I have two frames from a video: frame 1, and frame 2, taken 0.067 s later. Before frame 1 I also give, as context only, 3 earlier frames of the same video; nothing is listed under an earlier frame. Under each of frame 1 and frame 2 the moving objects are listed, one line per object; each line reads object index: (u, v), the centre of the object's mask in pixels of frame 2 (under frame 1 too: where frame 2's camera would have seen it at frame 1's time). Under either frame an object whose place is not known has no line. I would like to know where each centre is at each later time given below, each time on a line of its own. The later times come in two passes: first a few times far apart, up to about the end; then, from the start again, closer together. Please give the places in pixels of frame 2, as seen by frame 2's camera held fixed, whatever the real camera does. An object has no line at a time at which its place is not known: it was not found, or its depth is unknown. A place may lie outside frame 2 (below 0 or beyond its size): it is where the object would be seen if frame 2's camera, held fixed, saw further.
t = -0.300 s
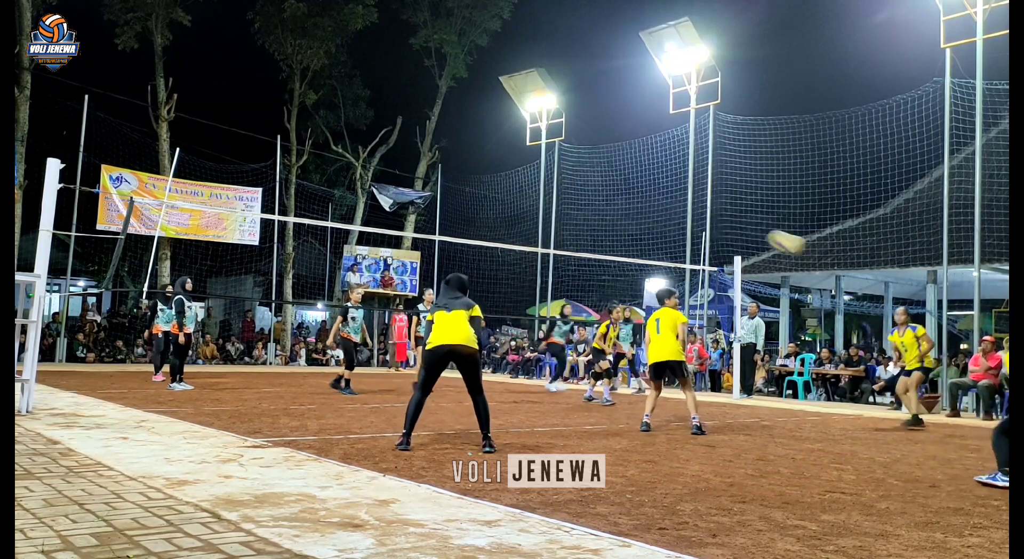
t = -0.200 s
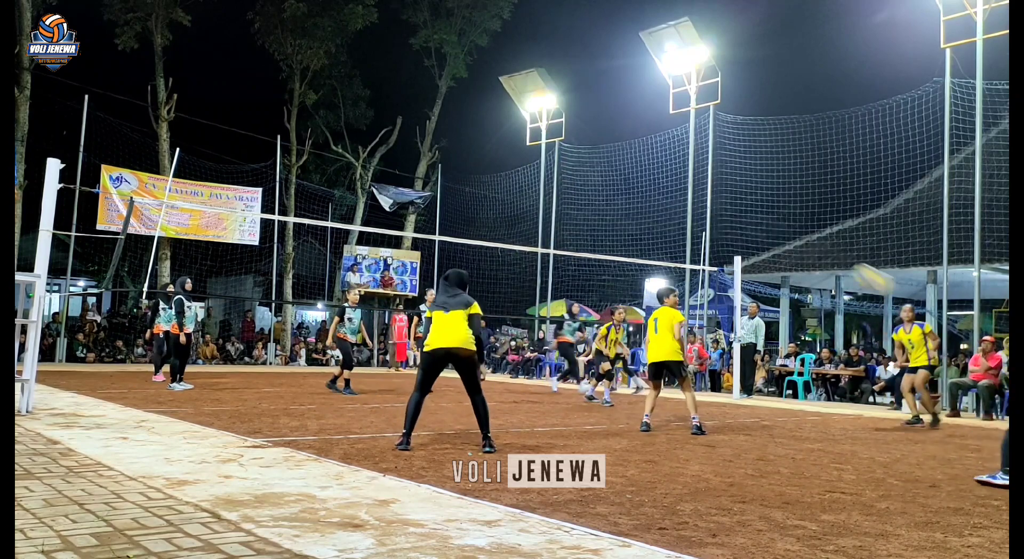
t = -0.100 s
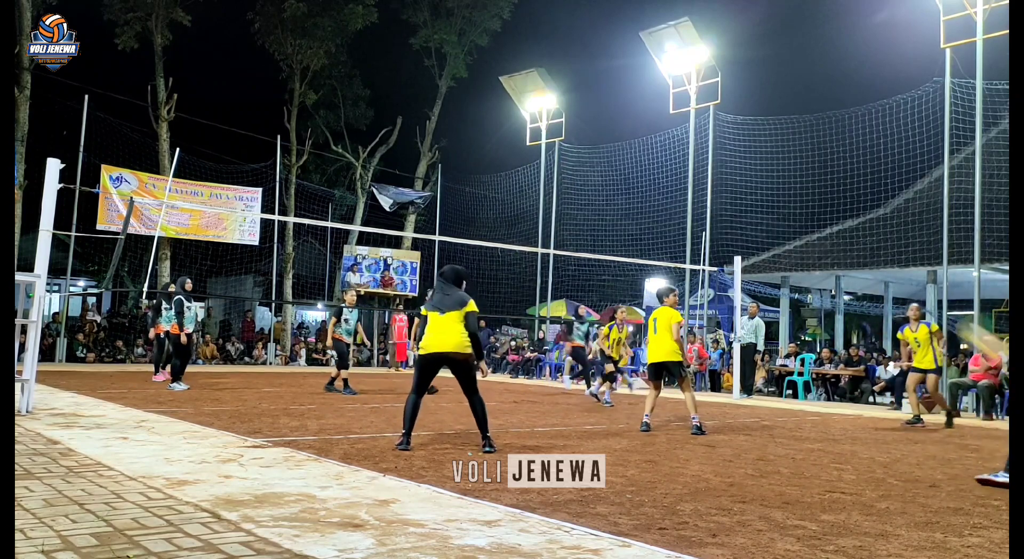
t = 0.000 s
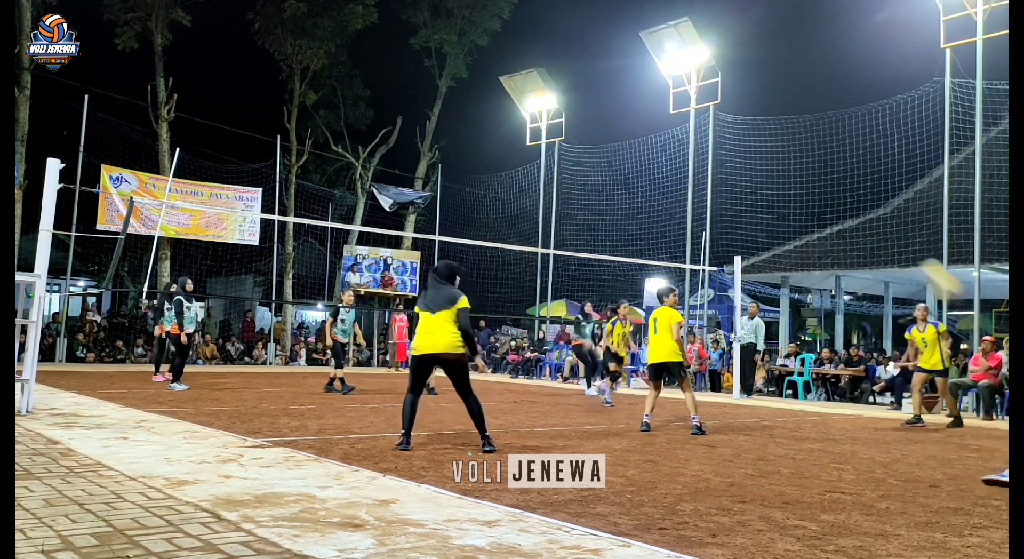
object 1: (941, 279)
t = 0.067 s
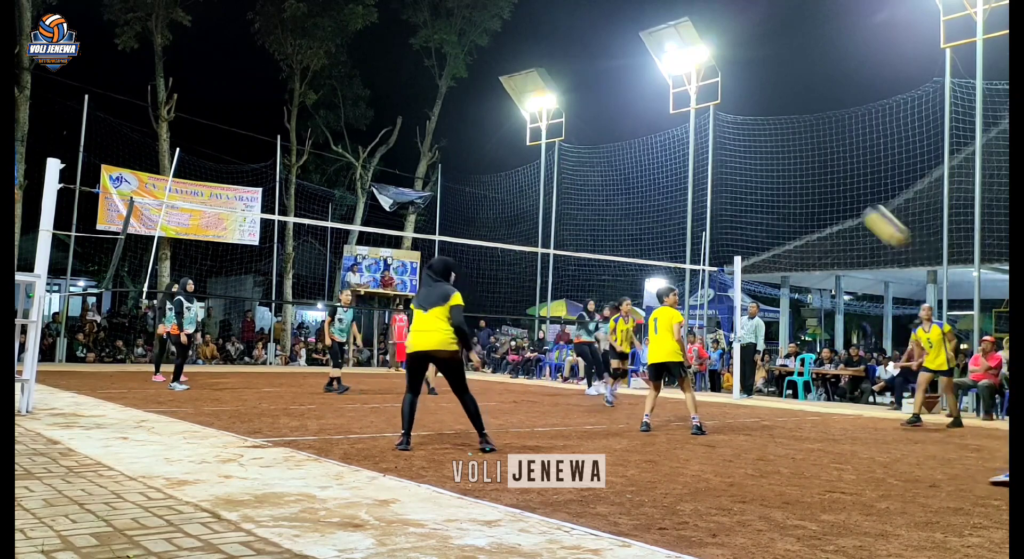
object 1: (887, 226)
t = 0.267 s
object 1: (744, 109)
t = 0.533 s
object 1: (588, 38)
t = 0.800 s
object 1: (463, 38)
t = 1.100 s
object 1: (345, 103)
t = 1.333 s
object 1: (266, 190)
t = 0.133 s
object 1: (834, 179)
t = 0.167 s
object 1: (812, 159)
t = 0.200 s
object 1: (789, 142)
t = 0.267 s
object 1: (744, 109)
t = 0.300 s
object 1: (727, 98)
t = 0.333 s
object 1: (704, 84)
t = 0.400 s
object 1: (651, 61)
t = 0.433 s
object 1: (638, 54)
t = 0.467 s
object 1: (622, 48)
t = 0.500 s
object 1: (606, 43)
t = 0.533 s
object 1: (588, 38)
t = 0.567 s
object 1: (572, 35)
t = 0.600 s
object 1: (555, 33)
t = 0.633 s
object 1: (539, 32)
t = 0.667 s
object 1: (523, 31)
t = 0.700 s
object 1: (507, 31)
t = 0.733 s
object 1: (492, 33)
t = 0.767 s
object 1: (477, 35)
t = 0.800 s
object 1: (463, 38)
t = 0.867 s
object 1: (435, 47)
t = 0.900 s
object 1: (421, 52)
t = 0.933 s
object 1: (408, 59)
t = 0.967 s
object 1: (395, 66)
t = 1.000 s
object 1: (382, 74)
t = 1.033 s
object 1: (369, 83)
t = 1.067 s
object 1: (357, 92)
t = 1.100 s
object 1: (345, 103)
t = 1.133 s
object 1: (332, 114)
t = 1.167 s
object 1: (321, 125)
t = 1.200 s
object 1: (309, 137)
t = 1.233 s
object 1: (297, 151)
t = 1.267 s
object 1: (287, 163)
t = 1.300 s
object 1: (275, 176)
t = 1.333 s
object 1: (266, 190)
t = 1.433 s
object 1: (231, 240)
